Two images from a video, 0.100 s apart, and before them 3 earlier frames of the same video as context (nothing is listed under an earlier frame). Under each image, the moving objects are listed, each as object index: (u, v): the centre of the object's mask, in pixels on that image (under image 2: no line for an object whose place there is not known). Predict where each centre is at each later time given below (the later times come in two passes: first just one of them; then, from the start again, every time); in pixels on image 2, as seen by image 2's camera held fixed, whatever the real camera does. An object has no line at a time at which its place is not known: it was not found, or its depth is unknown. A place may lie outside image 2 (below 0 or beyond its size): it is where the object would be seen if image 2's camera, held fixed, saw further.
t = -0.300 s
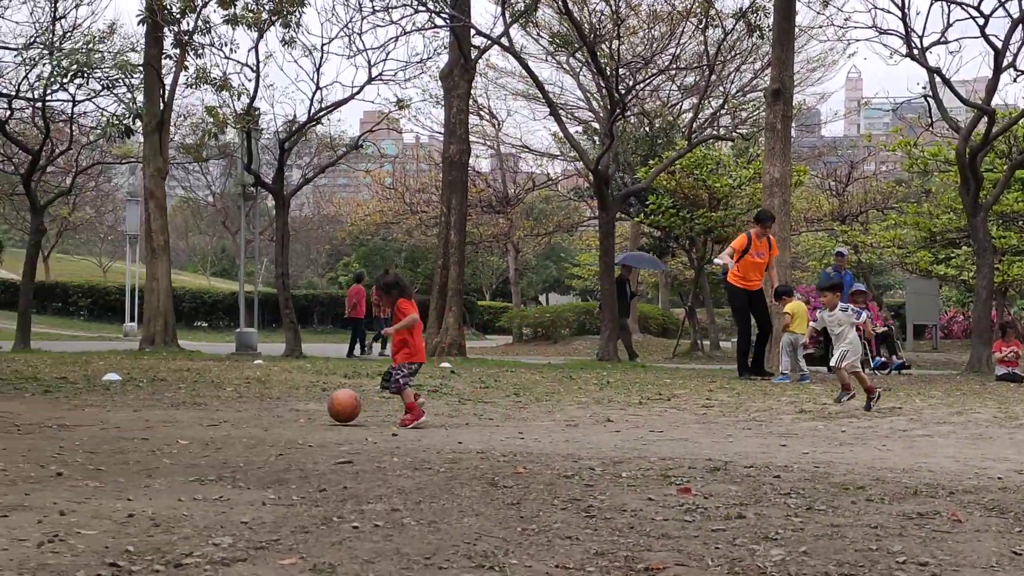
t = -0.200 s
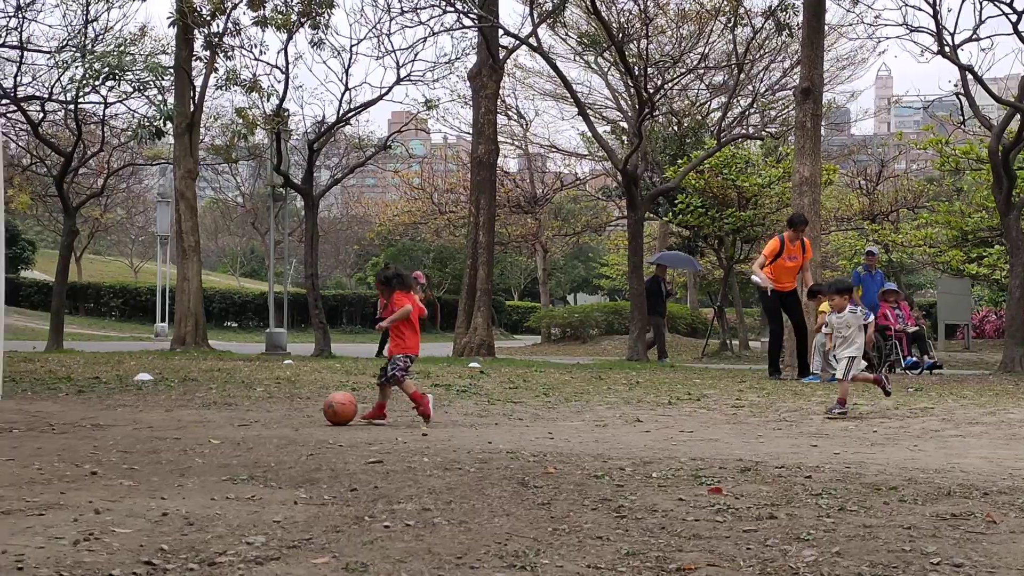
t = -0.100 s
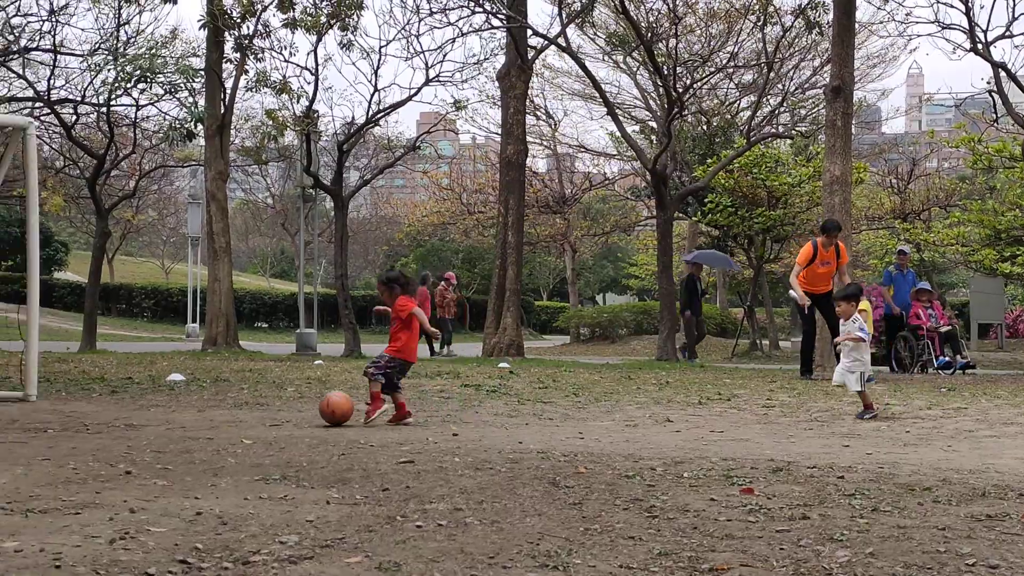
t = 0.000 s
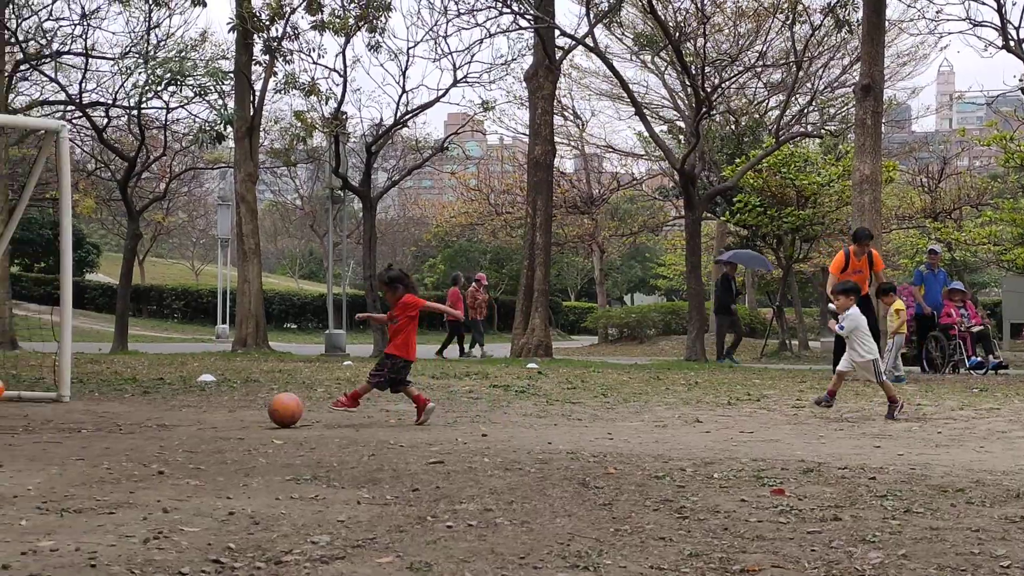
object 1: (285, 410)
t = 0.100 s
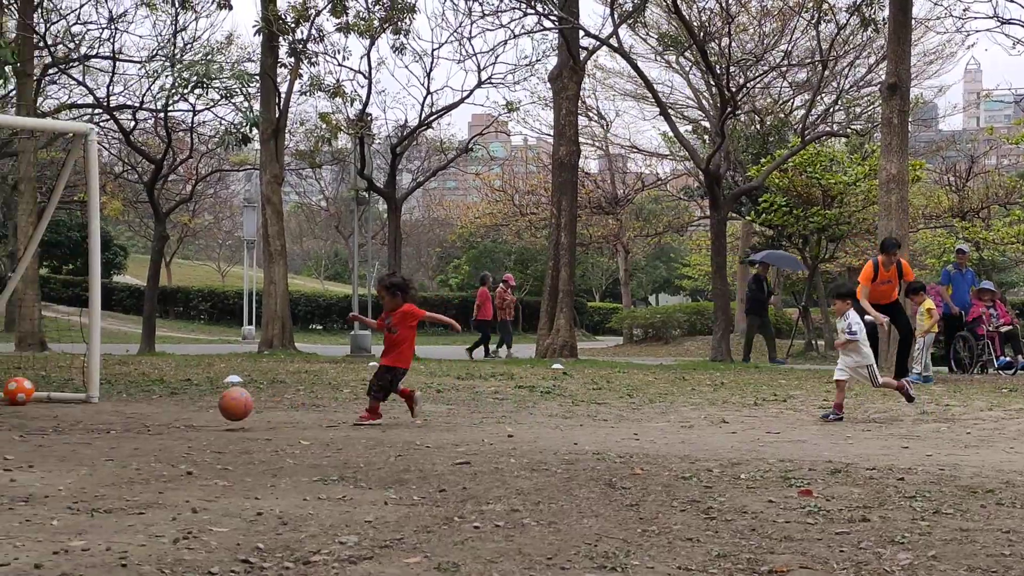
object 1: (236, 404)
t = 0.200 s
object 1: (163, 412)
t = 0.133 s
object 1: (211, 406)
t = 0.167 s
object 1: (186, 409)
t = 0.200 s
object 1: (163, 412)
